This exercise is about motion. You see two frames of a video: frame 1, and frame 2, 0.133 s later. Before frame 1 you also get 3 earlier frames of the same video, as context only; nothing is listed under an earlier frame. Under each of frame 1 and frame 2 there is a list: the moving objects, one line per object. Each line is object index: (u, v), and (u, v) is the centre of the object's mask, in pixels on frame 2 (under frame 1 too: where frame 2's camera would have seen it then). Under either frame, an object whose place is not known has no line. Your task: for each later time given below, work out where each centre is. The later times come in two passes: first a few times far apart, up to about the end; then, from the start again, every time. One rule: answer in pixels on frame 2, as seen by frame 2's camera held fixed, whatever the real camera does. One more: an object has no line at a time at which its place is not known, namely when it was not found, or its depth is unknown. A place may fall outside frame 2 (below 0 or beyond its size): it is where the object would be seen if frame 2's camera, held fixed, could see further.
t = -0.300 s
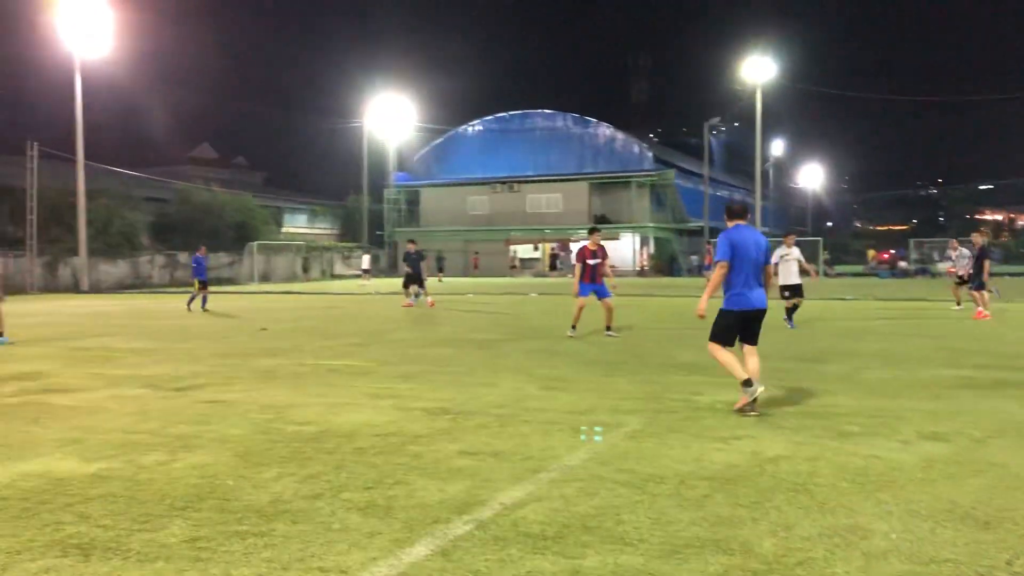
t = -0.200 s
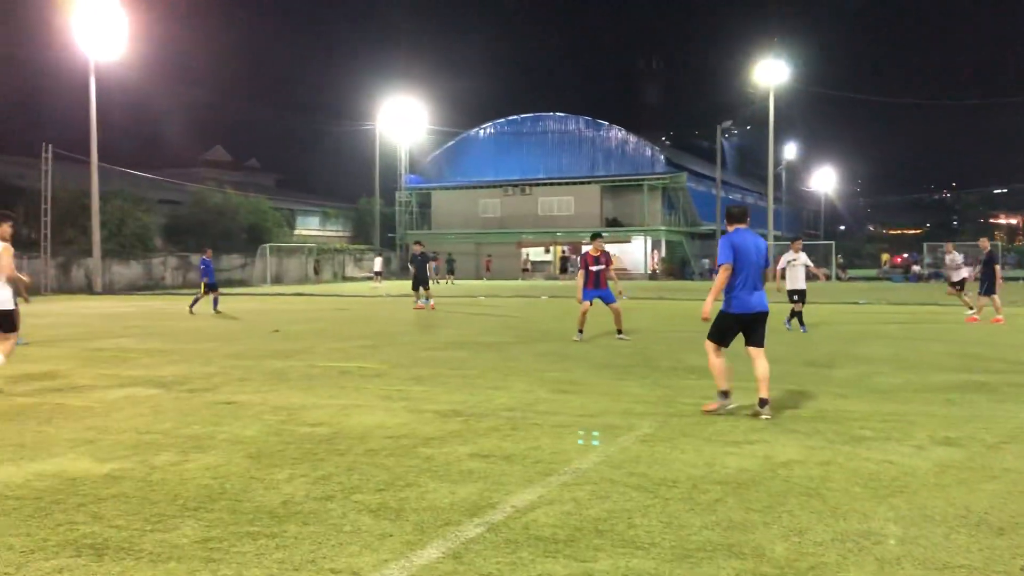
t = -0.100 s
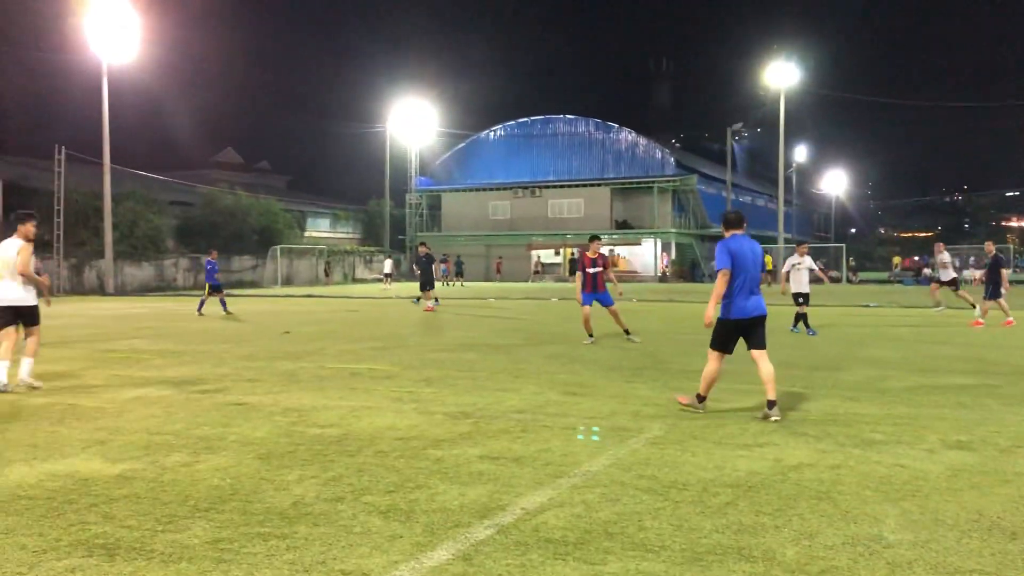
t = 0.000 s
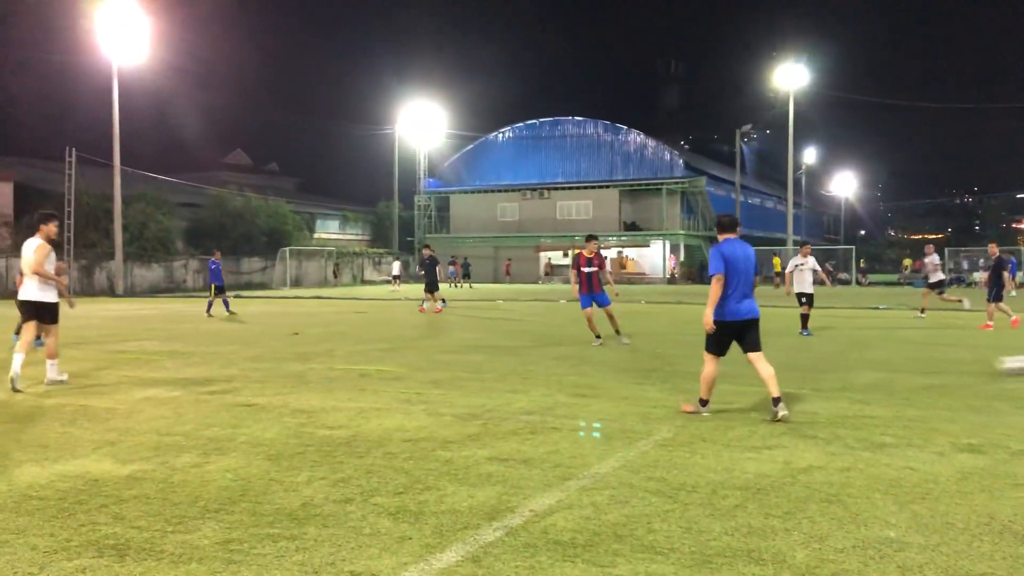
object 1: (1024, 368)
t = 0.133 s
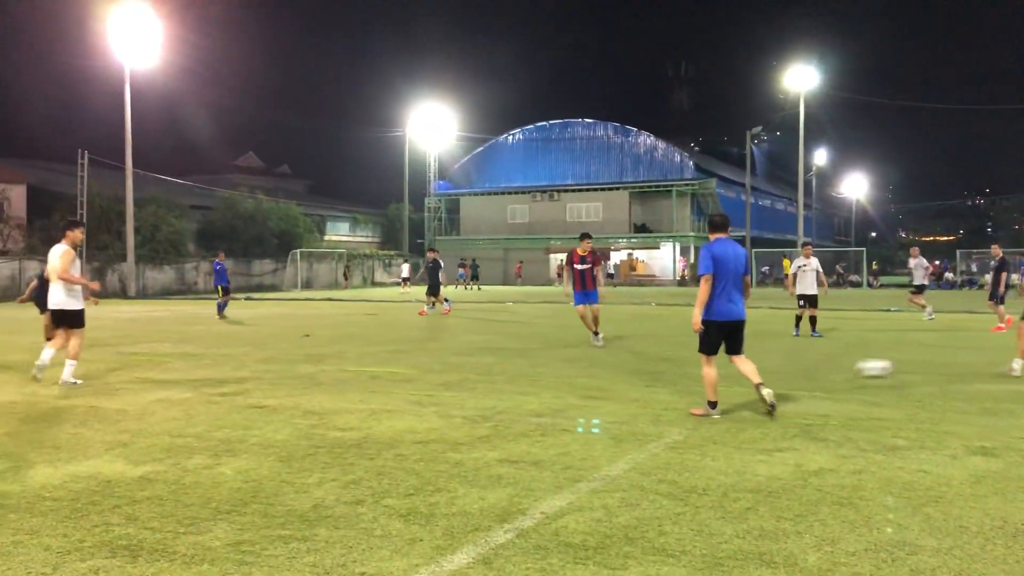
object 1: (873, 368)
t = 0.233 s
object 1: (765, 368)
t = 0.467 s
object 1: (521, 372)
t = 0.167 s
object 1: (837, 368)
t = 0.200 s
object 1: (801, 367)
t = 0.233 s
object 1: (765, 368)
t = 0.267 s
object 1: (732, 367)
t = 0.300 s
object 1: (687, 367)
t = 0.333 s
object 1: (657, 367)
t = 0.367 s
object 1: (622, 369)
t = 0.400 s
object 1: (587, 370)
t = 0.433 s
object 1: (554, 371)
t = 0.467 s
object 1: (521, 372)
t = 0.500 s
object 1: (488, 373)
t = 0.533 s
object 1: (455, 374)
